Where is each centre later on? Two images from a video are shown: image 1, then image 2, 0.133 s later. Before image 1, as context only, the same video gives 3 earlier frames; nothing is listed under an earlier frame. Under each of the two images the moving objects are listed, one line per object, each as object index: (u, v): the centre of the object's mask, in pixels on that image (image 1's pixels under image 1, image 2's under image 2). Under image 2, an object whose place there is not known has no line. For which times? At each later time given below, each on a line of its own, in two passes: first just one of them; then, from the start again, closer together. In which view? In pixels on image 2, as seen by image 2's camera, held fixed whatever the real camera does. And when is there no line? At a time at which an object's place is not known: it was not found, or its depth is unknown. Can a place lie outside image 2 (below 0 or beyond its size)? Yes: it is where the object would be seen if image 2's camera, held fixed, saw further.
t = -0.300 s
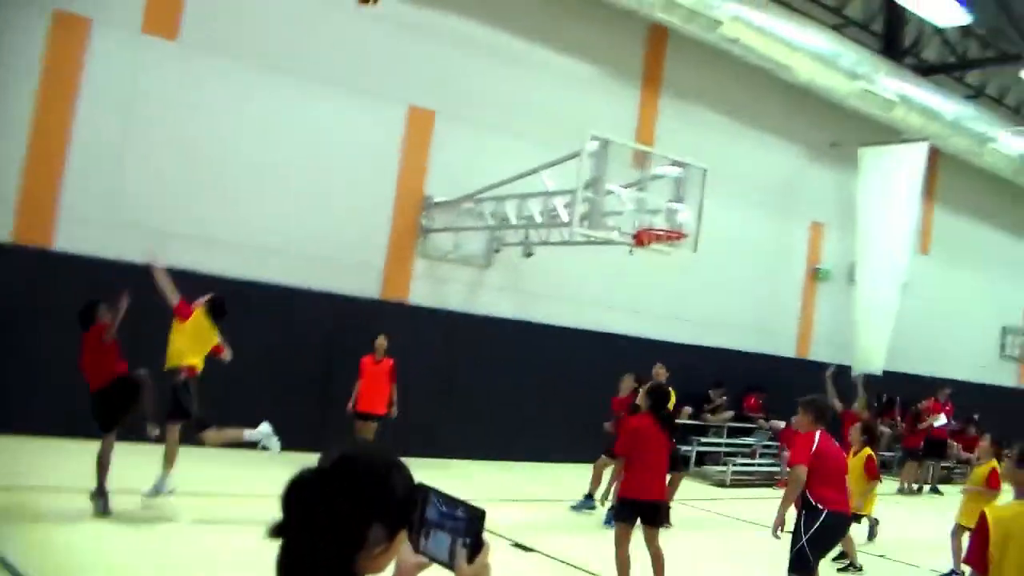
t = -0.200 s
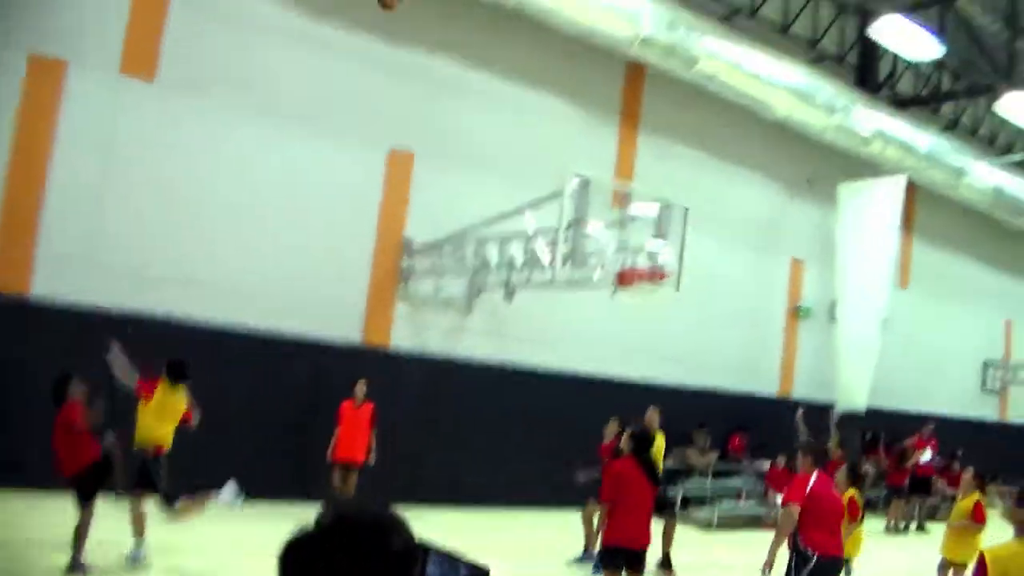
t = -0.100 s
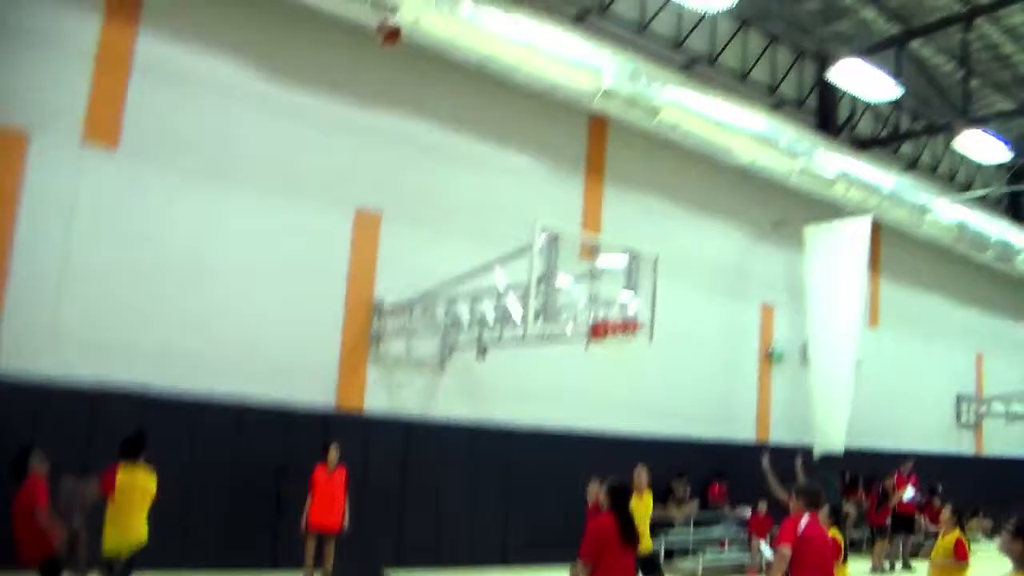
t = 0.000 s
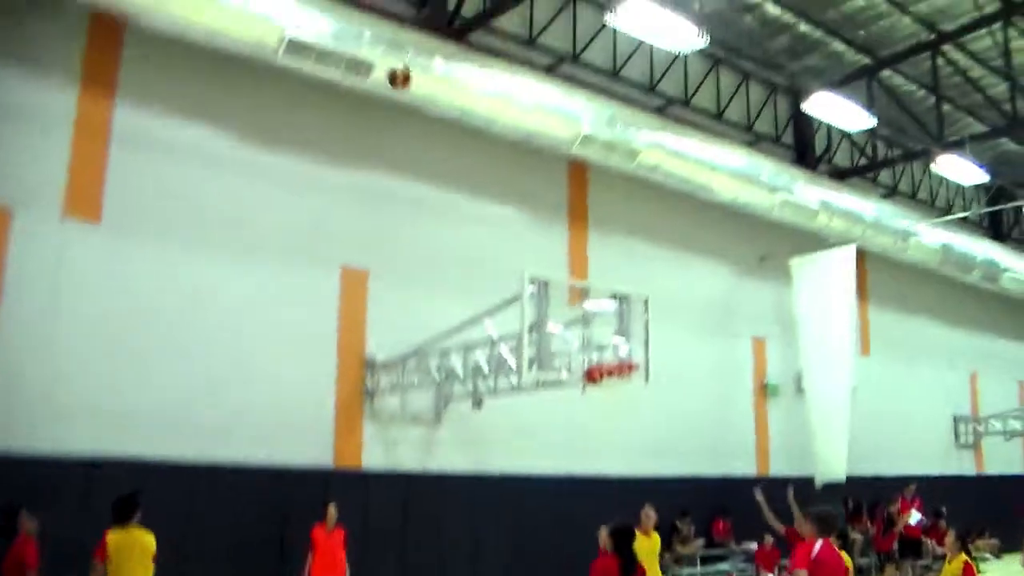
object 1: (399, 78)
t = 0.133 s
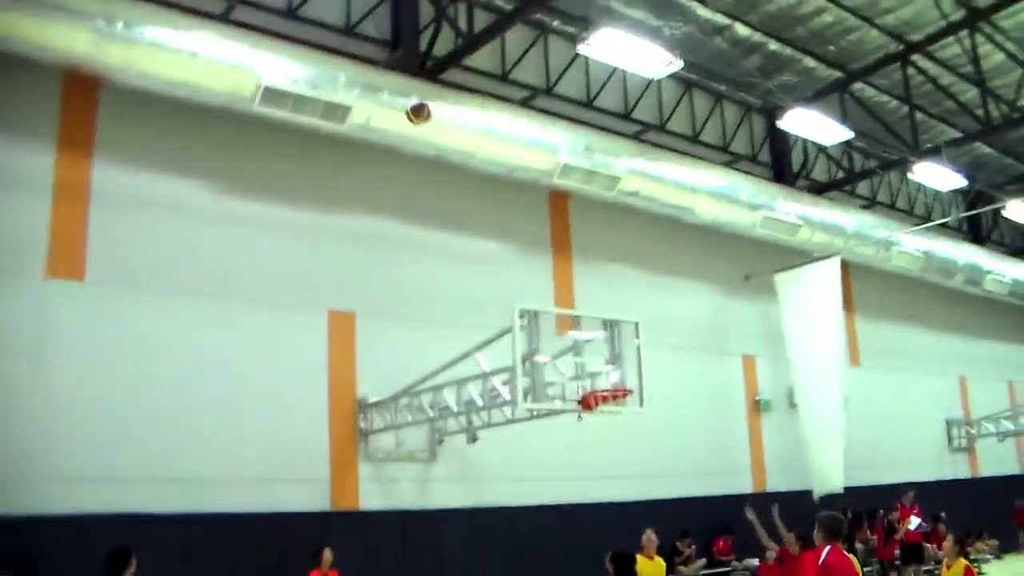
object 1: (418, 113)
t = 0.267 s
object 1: (459, 126)
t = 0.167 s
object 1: (428, 114)
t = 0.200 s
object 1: (439, 118)
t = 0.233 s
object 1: (449, 121)
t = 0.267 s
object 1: (459, 126)
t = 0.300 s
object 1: (469, 132)
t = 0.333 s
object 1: (479, 137)
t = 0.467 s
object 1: (518, 175)
